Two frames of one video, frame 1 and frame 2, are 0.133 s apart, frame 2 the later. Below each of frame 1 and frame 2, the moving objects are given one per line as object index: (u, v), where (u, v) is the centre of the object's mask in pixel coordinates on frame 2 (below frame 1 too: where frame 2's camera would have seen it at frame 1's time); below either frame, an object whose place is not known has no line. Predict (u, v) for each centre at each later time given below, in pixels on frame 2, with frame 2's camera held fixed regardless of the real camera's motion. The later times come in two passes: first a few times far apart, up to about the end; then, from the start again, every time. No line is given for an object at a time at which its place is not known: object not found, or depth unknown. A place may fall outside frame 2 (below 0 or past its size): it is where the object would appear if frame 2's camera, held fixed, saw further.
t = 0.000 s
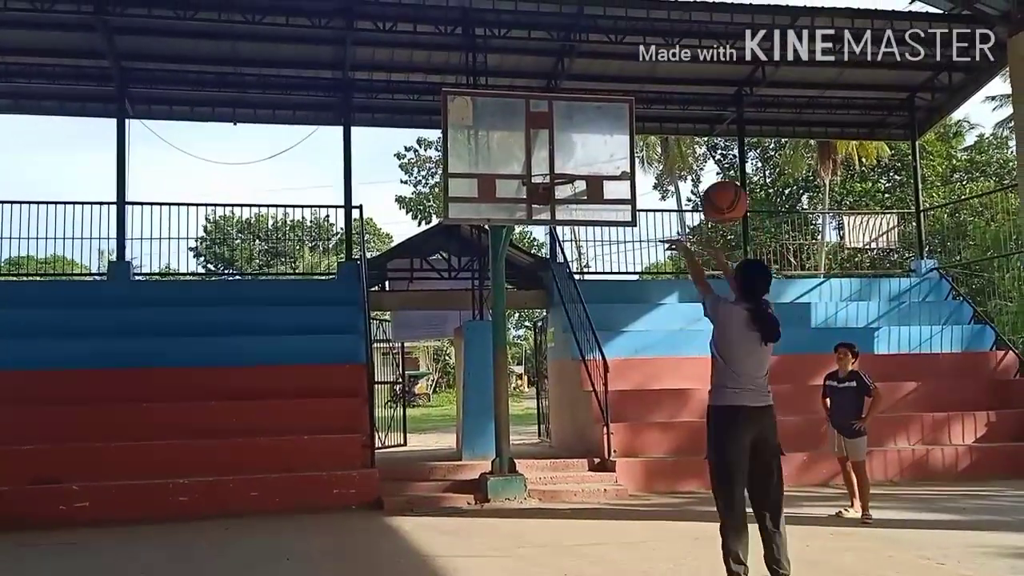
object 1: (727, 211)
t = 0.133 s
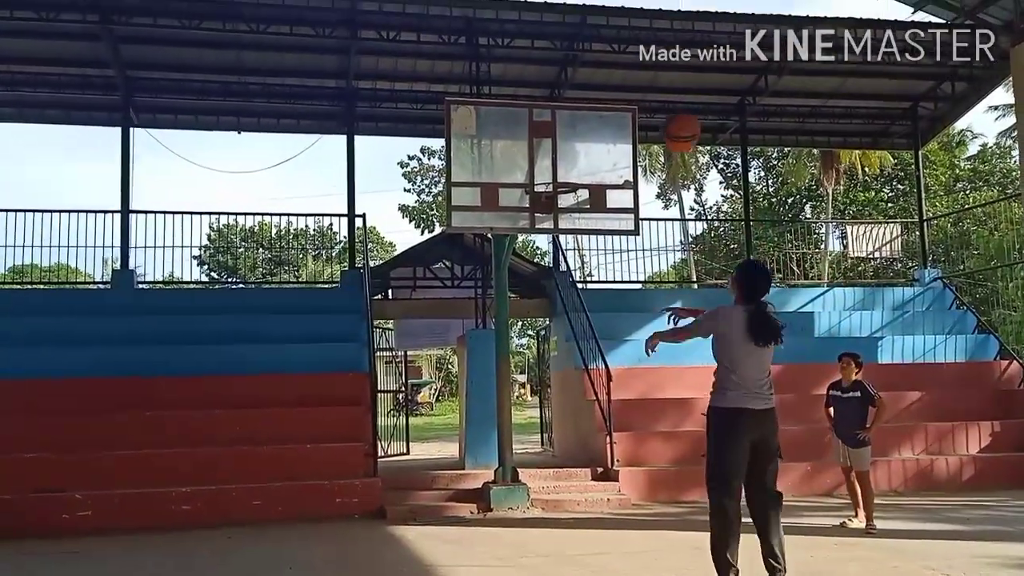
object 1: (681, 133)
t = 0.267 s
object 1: (642, 94)
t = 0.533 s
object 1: (587, 102)
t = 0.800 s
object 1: (549, 189)
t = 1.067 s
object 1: (553, 285)
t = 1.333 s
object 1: (583, 478)
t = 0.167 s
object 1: (670, 119)
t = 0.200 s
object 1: (661, 109)
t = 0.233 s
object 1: (651, 101)
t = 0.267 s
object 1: (642, 94)
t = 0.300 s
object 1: (635, 89)
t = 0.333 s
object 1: (626, 87)
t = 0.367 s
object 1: (619, 87)
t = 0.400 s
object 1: (613, 87)
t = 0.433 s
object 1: (605, 88)
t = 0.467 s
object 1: (599, 92)
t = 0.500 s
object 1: (592, 96)
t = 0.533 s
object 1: (587, 102)
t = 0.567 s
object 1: (582, 109)
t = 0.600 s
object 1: (576, 118)
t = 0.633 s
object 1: (571, 128)
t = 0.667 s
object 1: (567, 138)
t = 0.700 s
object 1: (562, 149)
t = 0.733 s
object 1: (558, 162)
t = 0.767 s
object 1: (553, 174)
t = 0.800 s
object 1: (549, 189)
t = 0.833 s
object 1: (546, 204)
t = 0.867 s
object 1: (542, 219)
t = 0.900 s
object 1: (542, 229)
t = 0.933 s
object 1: (544, 237)
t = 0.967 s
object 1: (547, 246)
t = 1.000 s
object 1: (549, 258)
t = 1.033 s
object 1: (551, 271)
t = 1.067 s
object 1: (553, 285)
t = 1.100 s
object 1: (557, 301)
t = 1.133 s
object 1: (562, 320)
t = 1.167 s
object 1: (564, 340)
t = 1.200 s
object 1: (567, 363)
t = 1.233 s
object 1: (573, 387)
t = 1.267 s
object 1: (574, 414)
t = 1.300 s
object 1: (579, 446)
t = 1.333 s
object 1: (583, 478)
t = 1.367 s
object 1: (588, 514)
